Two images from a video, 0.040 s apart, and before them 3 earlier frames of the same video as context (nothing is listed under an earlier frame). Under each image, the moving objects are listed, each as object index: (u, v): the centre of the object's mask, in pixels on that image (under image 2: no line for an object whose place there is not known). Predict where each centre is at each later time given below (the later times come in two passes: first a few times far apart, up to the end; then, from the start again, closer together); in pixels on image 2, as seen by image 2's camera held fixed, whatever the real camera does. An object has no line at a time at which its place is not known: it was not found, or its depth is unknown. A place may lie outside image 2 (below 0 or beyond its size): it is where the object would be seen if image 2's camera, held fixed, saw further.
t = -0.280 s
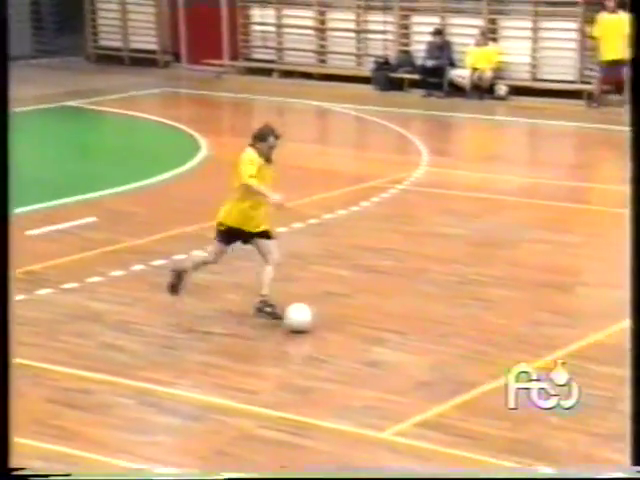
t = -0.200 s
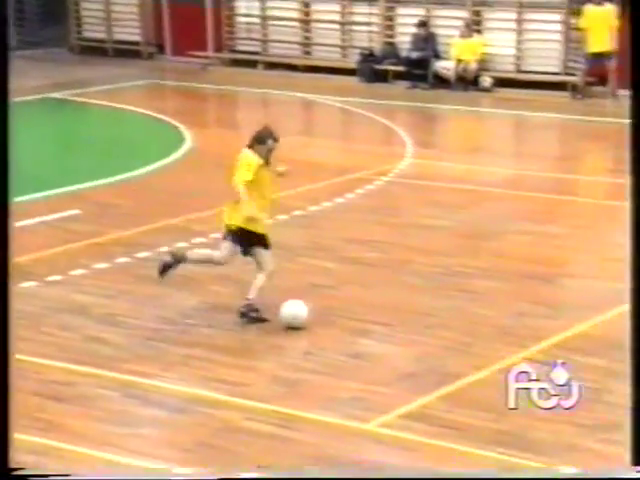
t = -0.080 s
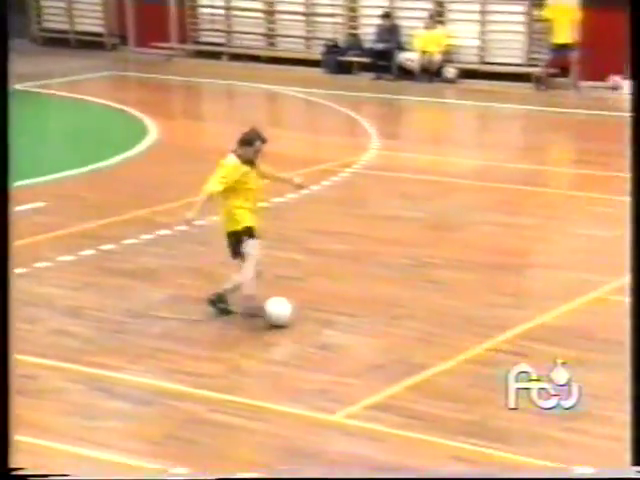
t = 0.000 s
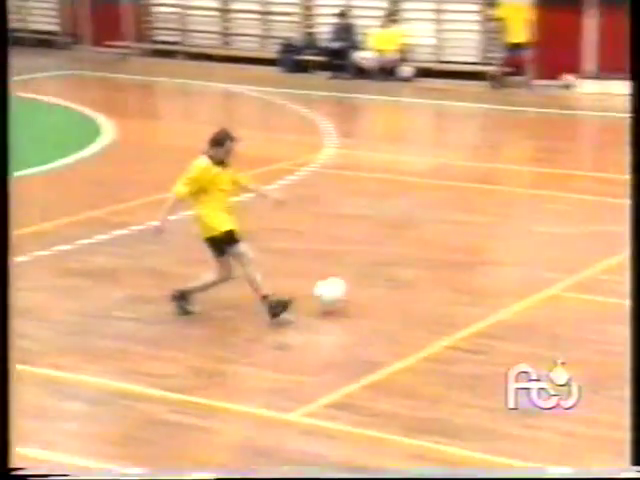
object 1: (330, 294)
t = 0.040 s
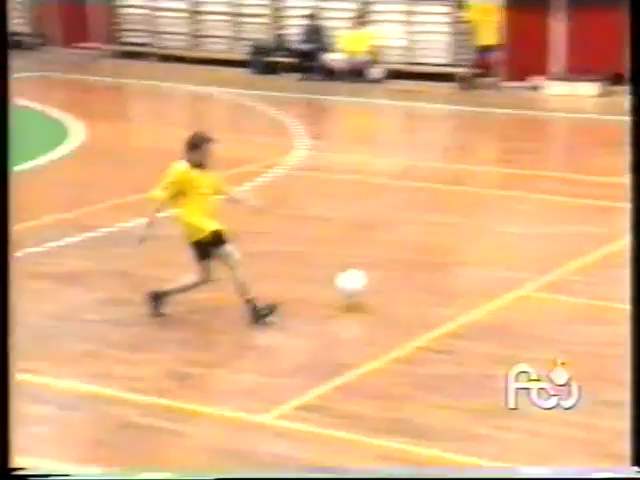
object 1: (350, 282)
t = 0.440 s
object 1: (726, 225)
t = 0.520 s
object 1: (779, 218)
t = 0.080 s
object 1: (397, 277)
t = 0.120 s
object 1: (441, 271)
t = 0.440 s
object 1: (726, 225)
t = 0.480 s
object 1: (754, 221)
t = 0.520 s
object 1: (779, 218)
